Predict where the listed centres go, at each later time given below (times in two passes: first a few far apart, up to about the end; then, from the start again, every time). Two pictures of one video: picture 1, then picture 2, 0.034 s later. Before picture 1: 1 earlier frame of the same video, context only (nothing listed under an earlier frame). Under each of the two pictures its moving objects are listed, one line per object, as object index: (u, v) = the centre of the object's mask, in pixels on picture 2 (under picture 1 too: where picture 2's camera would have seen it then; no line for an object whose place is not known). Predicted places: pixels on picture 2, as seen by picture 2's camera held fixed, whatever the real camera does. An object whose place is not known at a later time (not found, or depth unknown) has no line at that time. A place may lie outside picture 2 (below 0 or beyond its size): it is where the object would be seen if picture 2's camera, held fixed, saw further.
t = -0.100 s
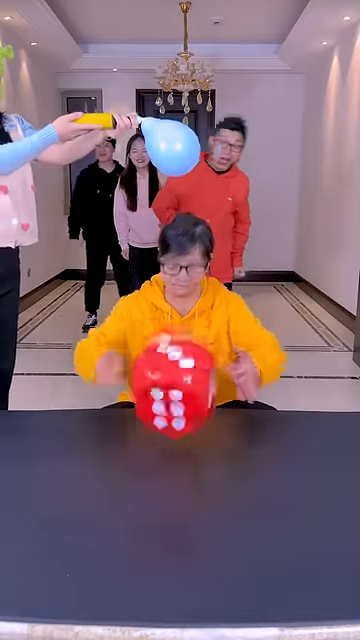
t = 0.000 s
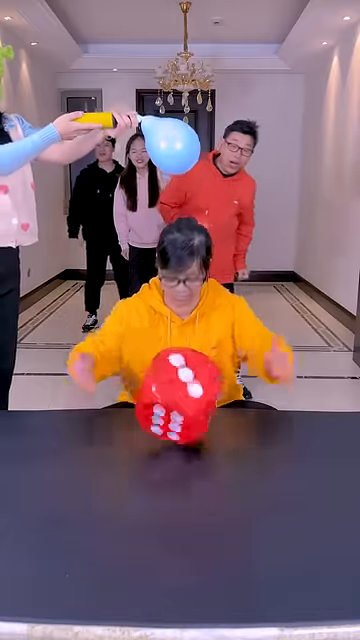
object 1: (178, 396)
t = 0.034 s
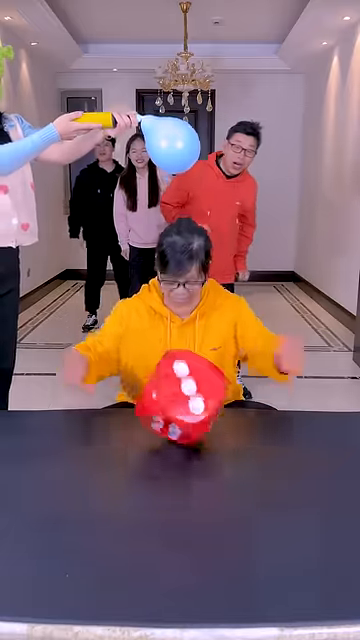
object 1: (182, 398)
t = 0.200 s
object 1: (189, 410)
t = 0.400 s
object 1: (192, 422)
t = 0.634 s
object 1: (191, 452)
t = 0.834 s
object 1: (164, 467)
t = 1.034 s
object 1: (172, 472)
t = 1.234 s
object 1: (177, 471)
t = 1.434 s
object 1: (178, 472)
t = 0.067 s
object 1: (186, 399)
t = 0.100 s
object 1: (187, 404)
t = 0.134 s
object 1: (188, 408)
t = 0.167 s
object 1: (189, 408)
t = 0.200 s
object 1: (189, 410)
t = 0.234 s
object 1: (190, 412)
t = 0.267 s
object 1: (190, 415)
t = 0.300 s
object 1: (190, 417)
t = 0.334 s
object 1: (190, 418)
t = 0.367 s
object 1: (191, 420)
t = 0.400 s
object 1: (192, 422)
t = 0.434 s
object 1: (193, 424)
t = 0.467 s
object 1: (195, 426)
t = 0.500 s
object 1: (195, 431)
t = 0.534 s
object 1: (195, 439)
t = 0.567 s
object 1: (195, 442)
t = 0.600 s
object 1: (194, 447)
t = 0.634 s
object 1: (191, 452)
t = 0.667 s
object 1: (186, 454)
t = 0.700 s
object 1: (181, 456)
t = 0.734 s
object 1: (176, 459)
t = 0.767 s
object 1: (171, 462)
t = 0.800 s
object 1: (167, 466)
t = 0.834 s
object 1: (164, 467)
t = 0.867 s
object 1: (162, 467)
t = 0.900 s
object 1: (164, 469)
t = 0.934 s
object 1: (165, 470)
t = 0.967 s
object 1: (167, 470)
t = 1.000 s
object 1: (169, 471)
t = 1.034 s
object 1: (172, 472)
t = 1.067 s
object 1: (174, 471)
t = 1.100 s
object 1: (175, 472)
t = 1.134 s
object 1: (176, 471)
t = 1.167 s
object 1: (177, 472)
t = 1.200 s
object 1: (178, 471)
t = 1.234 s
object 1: (177, 471)
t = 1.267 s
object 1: (177, 471)
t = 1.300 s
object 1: (178, 471)
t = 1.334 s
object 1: (177, 471)
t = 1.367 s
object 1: (178, 471)
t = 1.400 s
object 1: (177, 471)
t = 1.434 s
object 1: (178, 472)
